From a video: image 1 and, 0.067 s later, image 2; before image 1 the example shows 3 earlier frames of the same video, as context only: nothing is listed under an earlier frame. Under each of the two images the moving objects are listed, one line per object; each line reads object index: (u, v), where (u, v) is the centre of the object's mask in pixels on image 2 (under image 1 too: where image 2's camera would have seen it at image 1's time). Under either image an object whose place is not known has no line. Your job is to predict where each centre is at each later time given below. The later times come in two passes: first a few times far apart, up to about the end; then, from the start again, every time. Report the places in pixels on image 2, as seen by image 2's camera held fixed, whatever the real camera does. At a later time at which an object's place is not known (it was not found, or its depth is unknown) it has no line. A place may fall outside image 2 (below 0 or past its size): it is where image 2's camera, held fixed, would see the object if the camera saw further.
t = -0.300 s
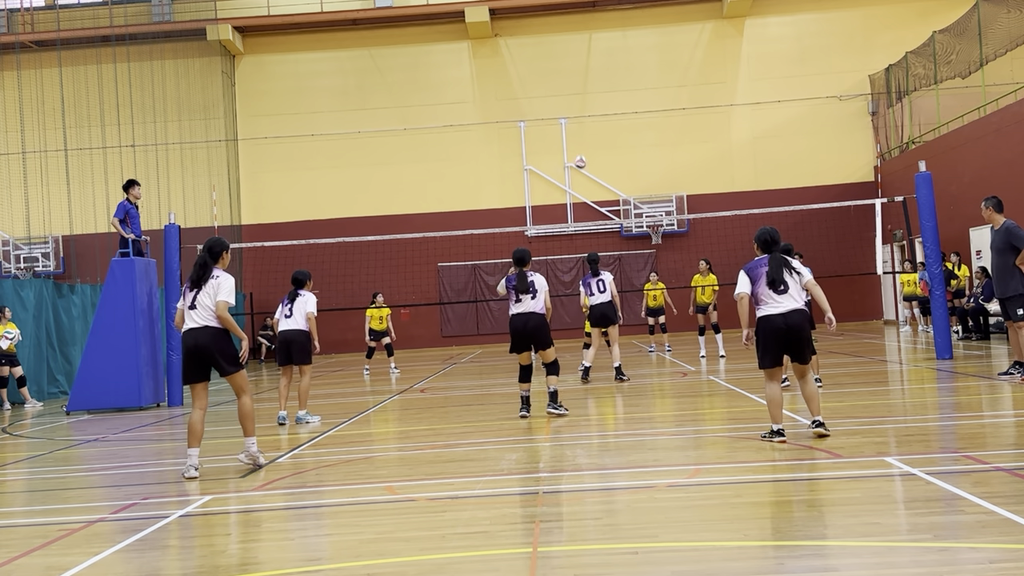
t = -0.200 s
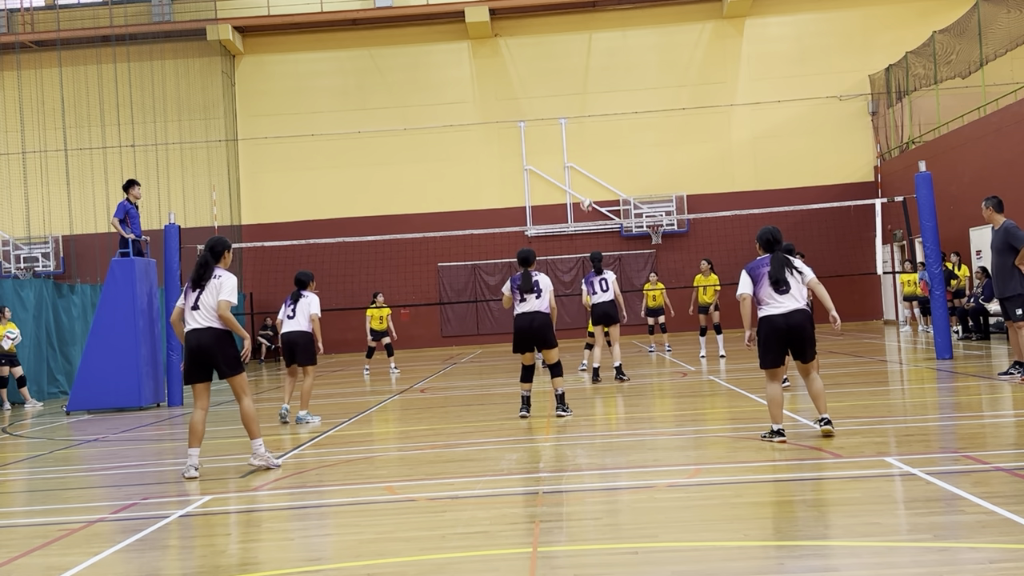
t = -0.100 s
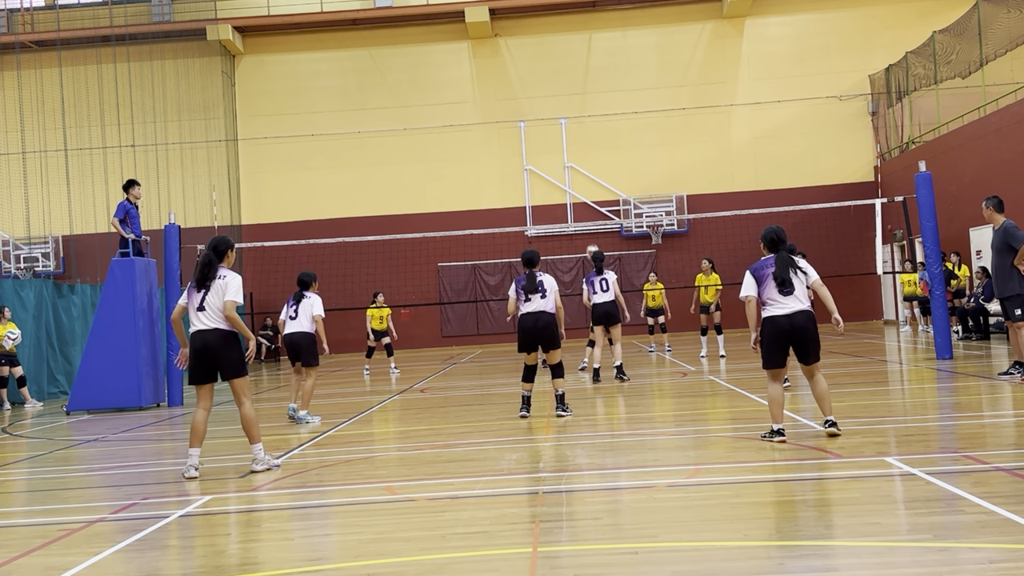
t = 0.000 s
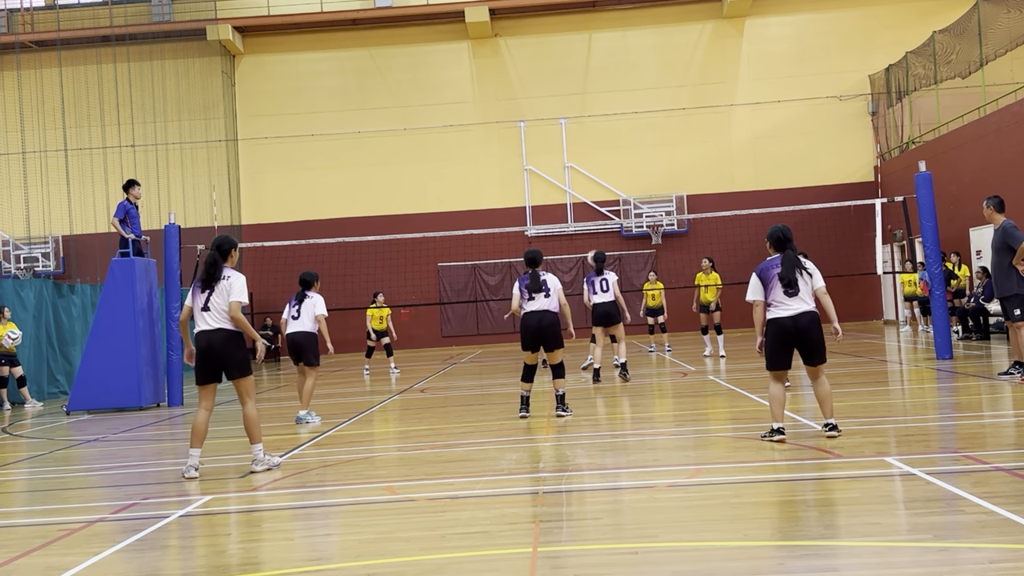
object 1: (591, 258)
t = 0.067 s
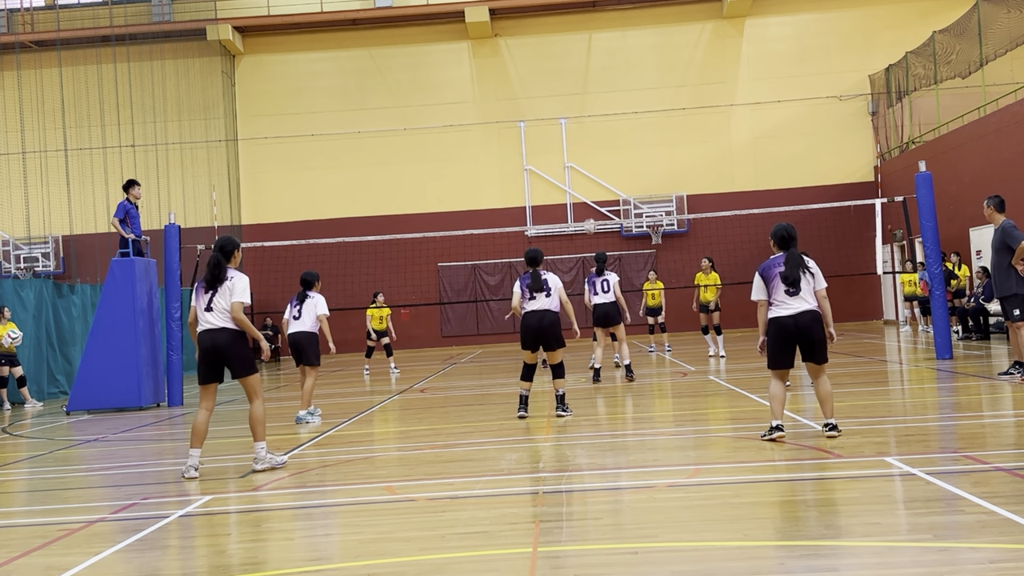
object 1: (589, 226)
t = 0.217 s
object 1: (582, 165)
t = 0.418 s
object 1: (573, 108)
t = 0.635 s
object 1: (566, 76)
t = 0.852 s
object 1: (561, 72)
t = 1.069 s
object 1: (558, 94)
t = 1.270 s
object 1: (557, 136)
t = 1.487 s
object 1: (557, 205)
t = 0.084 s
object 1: (589, 217)
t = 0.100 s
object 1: (588, 212)
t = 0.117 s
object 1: (587, 204)
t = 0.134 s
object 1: (586, 197)
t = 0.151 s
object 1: (585, 190)
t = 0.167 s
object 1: (584, 184)
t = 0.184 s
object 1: (583, 178)
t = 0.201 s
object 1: (582, 171)
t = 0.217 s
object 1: (582, 165)
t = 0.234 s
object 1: (581, 160)
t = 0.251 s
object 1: (580, 154)
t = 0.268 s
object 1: (579, 148)
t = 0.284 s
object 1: (579, 143)
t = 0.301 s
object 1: (578, 138)
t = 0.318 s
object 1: (577, 133)
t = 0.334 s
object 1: (577, 129)
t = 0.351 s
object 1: (576, 125)
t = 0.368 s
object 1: (575, 121)
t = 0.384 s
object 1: (574, 116)
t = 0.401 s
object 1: (574, 112)
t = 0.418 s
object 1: (573, 108)
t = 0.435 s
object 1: (572, 105)
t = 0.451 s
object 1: (572, 102)
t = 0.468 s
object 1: (571, 99)
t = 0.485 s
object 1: (571, 95)
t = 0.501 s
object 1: (570, 93)
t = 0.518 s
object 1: (569, 90)
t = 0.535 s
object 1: (569, 87)
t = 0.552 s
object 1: (569, 85)
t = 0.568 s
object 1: (568, 83)
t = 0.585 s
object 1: (567, 81)
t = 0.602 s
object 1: (567, 79)
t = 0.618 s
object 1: (566, 78)
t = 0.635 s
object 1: (566, 76)
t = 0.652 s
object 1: (566, 74)
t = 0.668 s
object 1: (565, 73)
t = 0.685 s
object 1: (565, 72)
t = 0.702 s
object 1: (564, 71)
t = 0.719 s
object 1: (564, 71)
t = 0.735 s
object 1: (564, 71)
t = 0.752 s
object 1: (563, 70)
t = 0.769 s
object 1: (563, 70)
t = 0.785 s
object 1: (562, 70)
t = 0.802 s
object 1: (562, 70)
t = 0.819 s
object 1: (562, 71)
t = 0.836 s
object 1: (561, 71)
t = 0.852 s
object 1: (561, 72)
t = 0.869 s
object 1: (561, 72)
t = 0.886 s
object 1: (561, 73)
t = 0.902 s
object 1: (561, 74)
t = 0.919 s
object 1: (560, 76)
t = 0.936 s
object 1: (560, 77)
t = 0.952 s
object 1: (560, 79)
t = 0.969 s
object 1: (559, 81)
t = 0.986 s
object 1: (559, 83)
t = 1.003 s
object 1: (559, 85)
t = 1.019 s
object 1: (558, 87)
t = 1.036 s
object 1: (558, 89)
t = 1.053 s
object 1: (558, 91)
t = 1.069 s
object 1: (558, 94)
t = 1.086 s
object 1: (558, 97)
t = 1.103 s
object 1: (558, 99)
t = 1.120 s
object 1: (557, 103)
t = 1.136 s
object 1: (557, 106)
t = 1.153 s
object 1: (557, 109)
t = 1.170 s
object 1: (557, 112)
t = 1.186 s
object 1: (557, 116)
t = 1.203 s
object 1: (557, 120)
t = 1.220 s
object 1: (557, 124)
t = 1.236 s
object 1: (557, 128)
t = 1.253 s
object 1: (557, 133)
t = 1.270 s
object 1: (557, 136)
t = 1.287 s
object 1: (557, 141)
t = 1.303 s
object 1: (557, 145)
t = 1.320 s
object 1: (557, 150)
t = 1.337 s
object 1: (557, 155)
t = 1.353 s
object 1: (556, 160)
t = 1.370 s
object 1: (557, 165)
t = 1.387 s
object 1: (557, 171)
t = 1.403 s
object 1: (557, 176)
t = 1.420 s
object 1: (557, 181)
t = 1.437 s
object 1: (557, 187)
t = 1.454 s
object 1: (557, 192)
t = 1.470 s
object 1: (557, 198)
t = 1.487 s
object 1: (557, 205)
